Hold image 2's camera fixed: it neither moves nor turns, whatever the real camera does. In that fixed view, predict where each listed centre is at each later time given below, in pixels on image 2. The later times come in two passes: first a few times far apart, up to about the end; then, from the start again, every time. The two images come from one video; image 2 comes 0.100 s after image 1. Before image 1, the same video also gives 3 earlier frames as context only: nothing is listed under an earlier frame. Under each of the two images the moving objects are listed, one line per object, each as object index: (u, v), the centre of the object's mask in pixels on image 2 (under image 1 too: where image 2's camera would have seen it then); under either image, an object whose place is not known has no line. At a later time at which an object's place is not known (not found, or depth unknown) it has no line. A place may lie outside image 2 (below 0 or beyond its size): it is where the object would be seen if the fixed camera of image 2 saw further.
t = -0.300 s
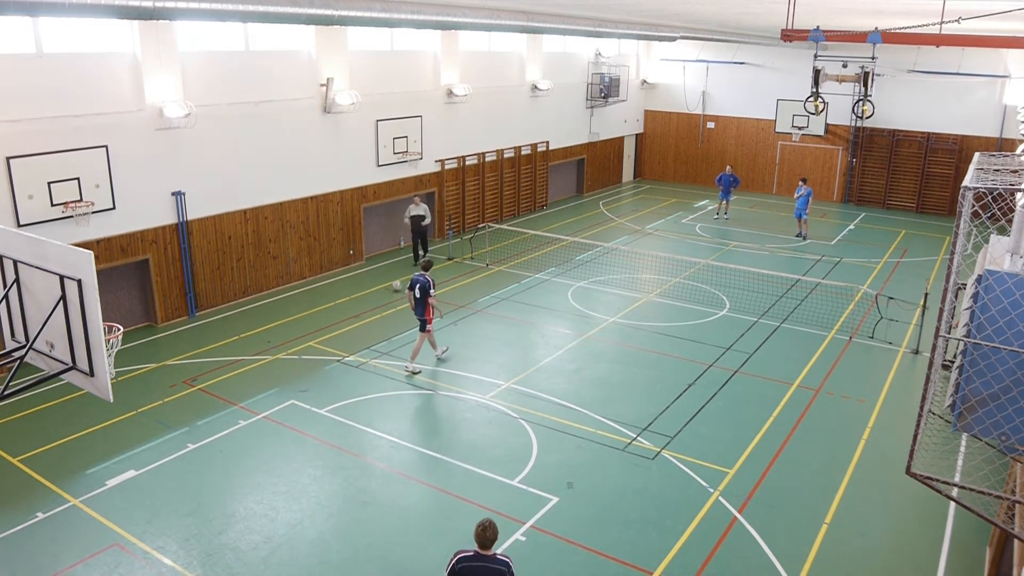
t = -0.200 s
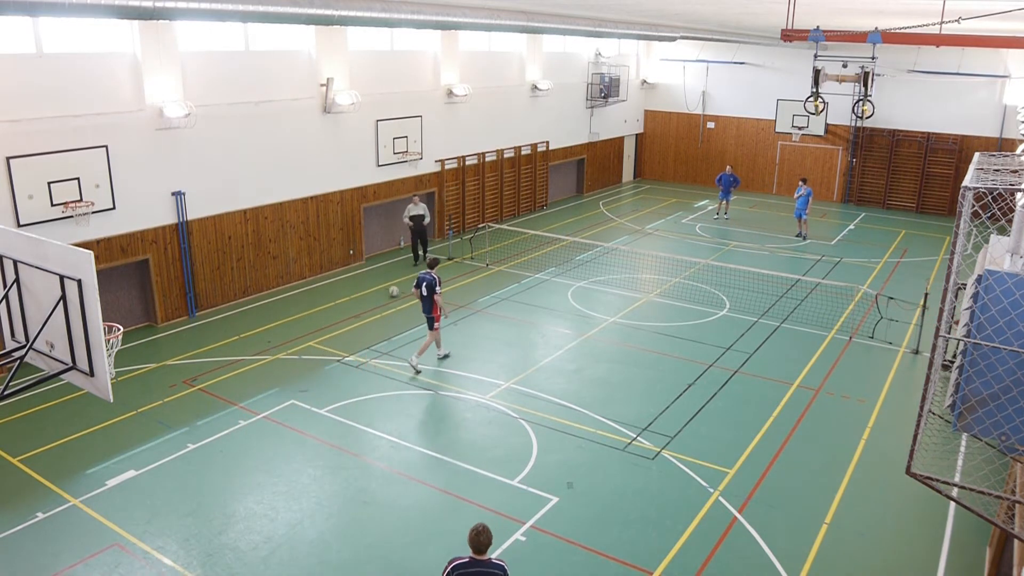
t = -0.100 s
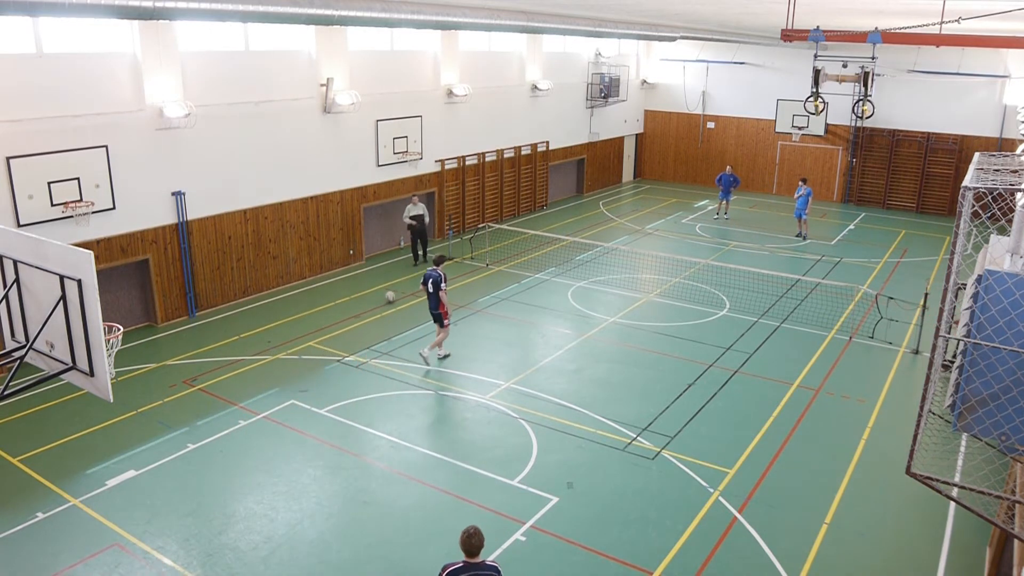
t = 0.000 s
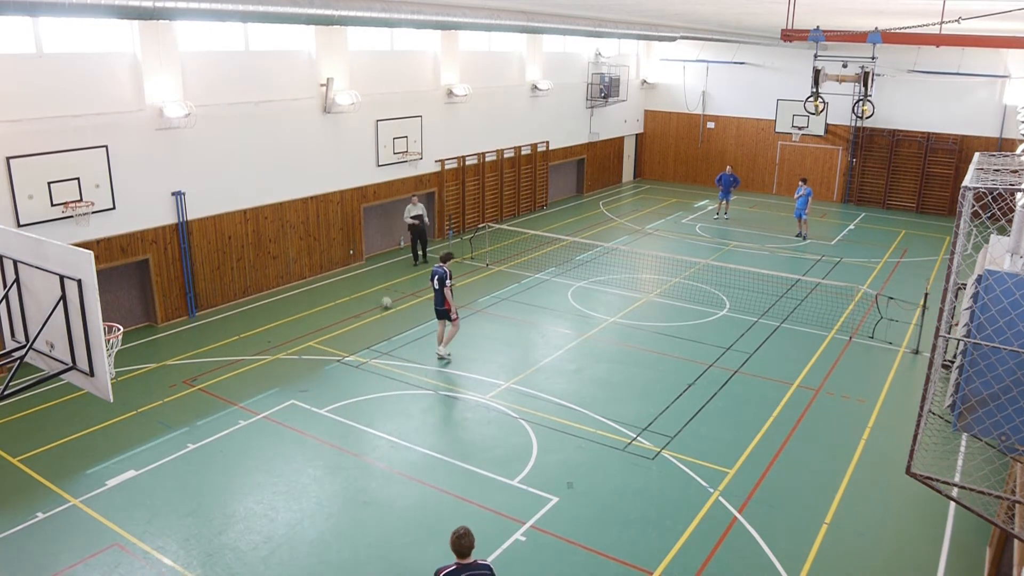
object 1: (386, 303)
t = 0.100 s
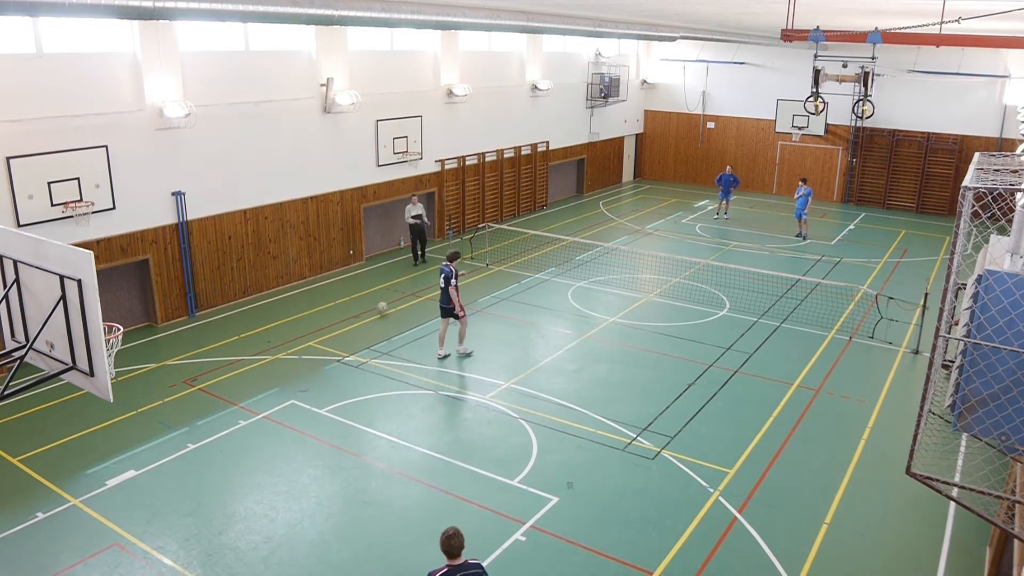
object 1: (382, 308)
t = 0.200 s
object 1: (378, 315)
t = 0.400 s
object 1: (369, 329)
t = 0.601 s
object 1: (361, 342)
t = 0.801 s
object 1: (351, 357)
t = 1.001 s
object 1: (339, 374)
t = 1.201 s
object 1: (328, 390)
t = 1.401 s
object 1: (315, 410)
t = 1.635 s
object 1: (299, 436)
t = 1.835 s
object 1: (284, 458)
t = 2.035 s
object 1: (267, 486)
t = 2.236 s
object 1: (248, 513)
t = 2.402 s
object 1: (231, 541)
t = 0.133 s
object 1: (381, 309)
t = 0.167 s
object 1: (380, 311)
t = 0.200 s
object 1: (378, 315)
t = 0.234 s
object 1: (377, 318)
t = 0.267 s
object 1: (375, 320)
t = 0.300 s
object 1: (374, 321)
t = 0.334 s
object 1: (373, 323)
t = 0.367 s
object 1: (371, 326)
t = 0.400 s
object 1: (369, 329)
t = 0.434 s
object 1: (368, 330)
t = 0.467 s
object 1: (366, 333)
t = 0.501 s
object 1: (365, 335)
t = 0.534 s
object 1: (364, 338)
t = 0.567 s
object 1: (362, 340)
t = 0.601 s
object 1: (361, 342)
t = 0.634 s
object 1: (359, 345)
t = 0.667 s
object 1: (357, 346)
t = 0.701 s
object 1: (356, 349)
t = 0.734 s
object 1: (354, 352)
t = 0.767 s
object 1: (352, 354)
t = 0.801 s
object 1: (351, 357)
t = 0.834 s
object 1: (349, 360)
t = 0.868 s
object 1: (347, 362)
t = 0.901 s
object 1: (344, 365)
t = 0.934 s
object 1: (343, 367)
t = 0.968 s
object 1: (341, 370)
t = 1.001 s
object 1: (339, 374)
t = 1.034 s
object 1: (338, 377)
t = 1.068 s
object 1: (336, 379)
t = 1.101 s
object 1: (334, 382)
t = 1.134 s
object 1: (332, 385)
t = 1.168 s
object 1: (329, 388)
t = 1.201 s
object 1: (328, 390)
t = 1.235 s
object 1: (326, 394)
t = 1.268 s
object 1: (324, 397)
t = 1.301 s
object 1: (322, 401)
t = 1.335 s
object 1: (320, 403)
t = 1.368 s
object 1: (317, 407)
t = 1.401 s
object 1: (315, 410)
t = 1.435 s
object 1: (313, 413)
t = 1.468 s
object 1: (311, 417)
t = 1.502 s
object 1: (309, 421)
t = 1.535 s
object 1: (306, 424)
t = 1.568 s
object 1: (304, 428)
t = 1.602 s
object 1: (302, 431)
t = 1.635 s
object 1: (299, 436)
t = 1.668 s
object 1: (297, 439)
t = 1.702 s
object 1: (294, 443)
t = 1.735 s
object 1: (292, 447)
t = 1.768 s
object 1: (289, 450)
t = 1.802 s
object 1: (286, 454)
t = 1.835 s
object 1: (284, 458)
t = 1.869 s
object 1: (281, 463)
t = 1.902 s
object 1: (279, 468)
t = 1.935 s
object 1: (276, 472)
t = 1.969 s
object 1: (273, 476)
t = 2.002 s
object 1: (270, 482)
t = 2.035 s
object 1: (267, 486)
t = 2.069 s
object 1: (264, 490)
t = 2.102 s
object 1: (261, 494)
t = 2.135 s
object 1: (258, 499)
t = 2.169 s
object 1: (255, 505)
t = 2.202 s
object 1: (251, 509)
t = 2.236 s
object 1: (248, 513)
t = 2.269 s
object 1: (245, 519)
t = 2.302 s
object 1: (241, 524)
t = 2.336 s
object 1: (238, 530)
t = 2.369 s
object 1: (235, 535)
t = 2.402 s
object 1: (231, 541)
